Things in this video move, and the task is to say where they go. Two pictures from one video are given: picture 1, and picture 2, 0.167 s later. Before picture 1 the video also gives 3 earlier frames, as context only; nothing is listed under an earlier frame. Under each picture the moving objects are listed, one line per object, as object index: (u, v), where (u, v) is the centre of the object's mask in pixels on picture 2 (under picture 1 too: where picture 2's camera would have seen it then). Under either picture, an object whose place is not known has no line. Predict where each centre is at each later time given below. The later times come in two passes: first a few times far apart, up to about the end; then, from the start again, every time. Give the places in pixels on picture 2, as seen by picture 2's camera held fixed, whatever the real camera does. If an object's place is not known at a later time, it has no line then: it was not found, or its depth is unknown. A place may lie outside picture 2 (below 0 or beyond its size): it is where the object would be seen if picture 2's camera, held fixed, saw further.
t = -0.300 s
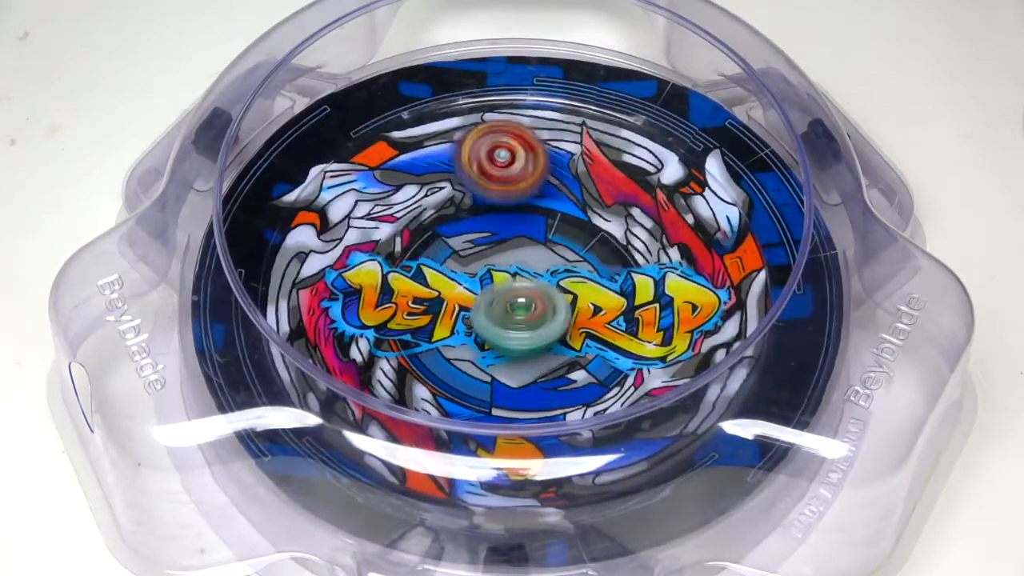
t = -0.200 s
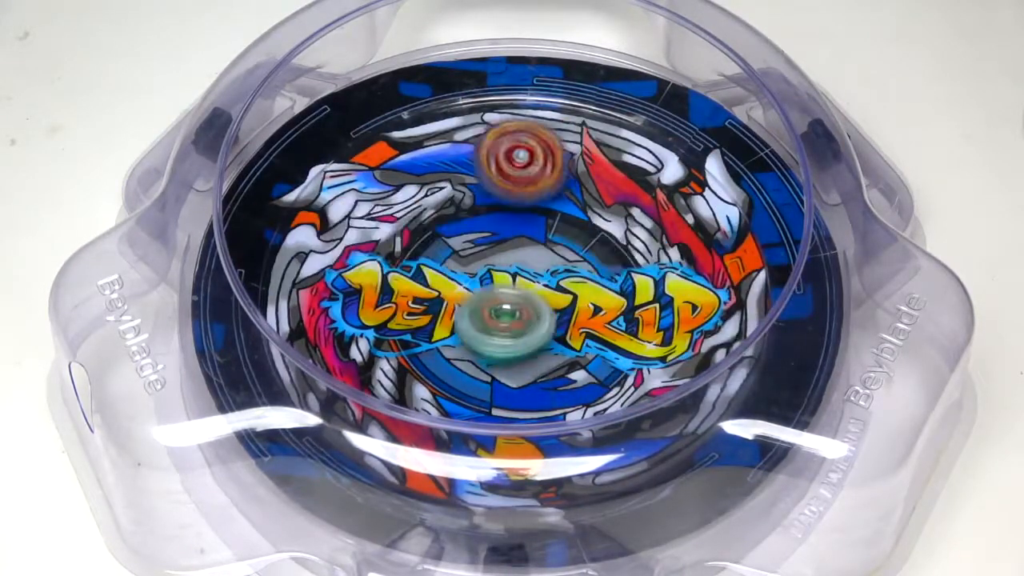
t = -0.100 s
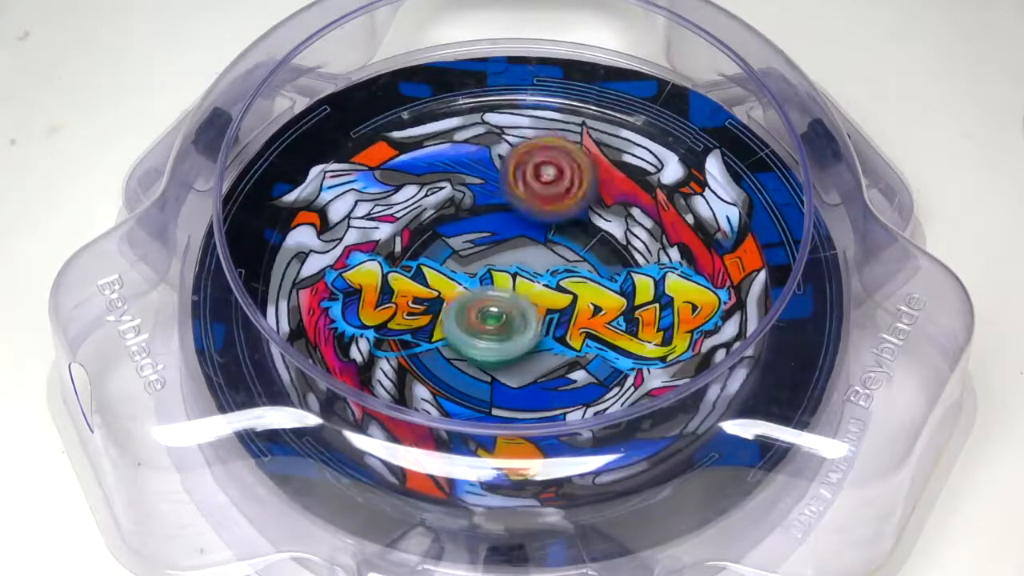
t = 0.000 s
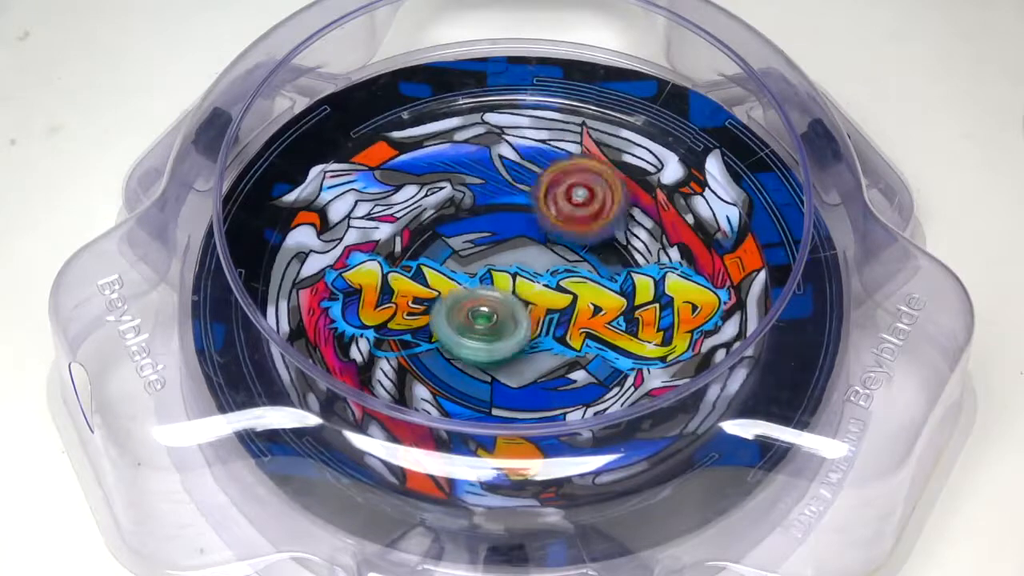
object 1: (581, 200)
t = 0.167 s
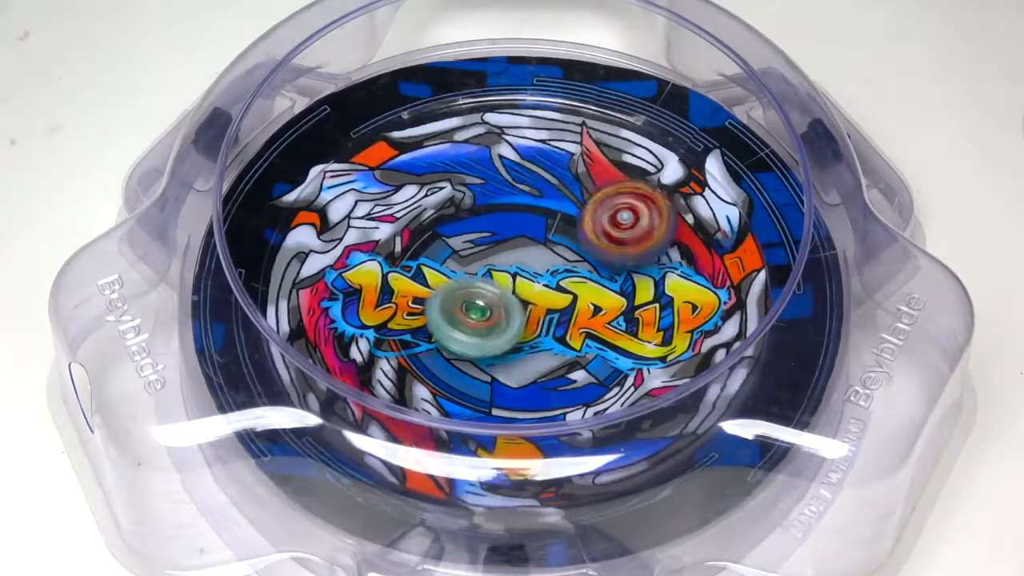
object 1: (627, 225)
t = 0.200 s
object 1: (633, 228)
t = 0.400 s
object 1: (632, 270)
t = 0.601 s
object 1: (604, 331)
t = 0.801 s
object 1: (600, 370)
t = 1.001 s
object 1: (560, 365)
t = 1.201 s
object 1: (486, 336)
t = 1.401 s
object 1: (443, 301)
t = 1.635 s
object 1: (439, 248)
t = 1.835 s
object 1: (467, 215)
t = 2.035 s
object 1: (530, 204)
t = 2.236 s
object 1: (583, 186)
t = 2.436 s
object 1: (600, 201)
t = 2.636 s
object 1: (592, 264)
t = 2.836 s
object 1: (651, 316)
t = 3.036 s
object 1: (646, 329)
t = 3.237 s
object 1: (582, 343)
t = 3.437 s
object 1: (558, 375)
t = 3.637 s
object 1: (527, 360)
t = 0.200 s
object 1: (633, 228)
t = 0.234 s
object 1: (637, 233)
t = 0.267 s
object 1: (640, 237)
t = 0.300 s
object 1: (641, 245)
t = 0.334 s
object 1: (640, 251)
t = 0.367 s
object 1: (637, 260)
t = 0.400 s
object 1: (632, 270)
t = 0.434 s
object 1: (628, 278)
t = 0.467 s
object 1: (623, 287)
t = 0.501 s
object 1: (617, 297)
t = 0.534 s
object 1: (612, 307)
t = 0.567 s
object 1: (606, 316)
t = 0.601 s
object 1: (604, 331)
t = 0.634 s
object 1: (606, 342)
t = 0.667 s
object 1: (606, 349)
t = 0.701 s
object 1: (606, 360)
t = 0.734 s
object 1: (605, 364)
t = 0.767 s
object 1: (604, 367)
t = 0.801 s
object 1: (600, 370)
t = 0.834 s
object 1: (595, 371)
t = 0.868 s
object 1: (591, 372)
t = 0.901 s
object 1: (586, 371)
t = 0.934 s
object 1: (578, 369)
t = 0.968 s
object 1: (571, 367)
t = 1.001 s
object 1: (560, 365)
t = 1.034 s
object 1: (548, 361)
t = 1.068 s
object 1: (535, 356)
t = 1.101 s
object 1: (522, 351)
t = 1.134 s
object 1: (510, 347)
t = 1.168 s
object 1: (499, 343)
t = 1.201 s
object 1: (486, 336)
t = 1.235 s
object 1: (477, 332)
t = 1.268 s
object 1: (471, 328)
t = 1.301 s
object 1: (461, 322)
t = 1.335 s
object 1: (455, 316)
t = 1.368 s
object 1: (449, 309)
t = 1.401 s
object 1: (443, 301)
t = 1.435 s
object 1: (441, 295)
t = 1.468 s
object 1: (441, 288)
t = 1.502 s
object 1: (440, 279)
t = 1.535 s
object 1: (438, 271)
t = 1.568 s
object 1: (438, 263)
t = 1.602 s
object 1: (439, 254)
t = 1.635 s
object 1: (439, 248)
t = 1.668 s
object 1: (443, 239)
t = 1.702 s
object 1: (449, 233)
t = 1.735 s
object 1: (451, 226)
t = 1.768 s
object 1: (457, 221)
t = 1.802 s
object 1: (461, 217)
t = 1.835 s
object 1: (467, 215)
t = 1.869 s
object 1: (476, 211)
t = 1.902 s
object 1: (484, 209)
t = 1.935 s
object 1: (494, 207)
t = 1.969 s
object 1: (508, 208)
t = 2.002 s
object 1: (518, 208)
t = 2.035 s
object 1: (530, 204)
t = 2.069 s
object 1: (542, 198)
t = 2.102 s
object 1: (551, 193)
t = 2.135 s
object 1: (558, 192)
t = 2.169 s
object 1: (568, 189)
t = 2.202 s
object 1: (578, 188)
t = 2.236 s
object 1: (583, 186)
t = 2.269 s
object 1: (592, 186)
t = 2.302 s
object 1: (593, 187)
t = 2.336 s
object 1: (598, 189)
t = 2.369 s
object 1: (600, 192)
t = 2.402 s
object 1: (600, 194)
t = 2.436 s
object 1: (600, 201)
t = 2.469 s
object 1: (600, 210)
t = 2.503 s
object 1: (601, 216)
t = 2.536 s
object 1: (597, 227)
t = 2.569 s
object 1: (595, 241)
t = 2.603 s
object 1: (596, 252)
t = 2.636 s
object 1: (592, 264)
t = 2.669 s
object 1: (598, 280)
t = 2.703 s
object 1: (610, 291)
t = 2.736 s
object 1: (619, 295)
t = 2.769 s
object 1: (633, 304)
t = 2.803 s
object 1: (642, 312)
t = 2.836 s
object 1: (651, 316)
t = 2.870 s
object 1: (659, 322)
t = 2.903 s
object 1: (658, 324)
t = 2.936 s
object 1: (659, 325)
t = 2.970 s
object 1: (659, 328)
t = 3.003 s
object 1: (651, 328)
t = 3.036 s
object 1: (646, 329)
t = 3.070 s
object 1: (637, 329)
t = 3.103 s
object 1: (621, 328)
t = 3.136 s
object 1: (610, 329)
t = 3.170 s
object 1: (591, 327)
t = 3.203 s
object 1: (580, 327)
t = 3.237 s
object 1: (582, 343)
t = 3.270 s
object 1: (578, 357)
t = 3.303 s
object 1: (576, 362)
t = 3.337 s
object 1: (575, 365)
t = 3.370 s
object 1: (568, 369)
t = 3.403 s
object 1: (566, 376)
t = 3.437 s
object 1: (558, 375)
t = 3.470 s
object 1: (552, 379)
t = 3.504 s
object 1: (548, 373)
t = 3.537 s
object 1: (542, 374)
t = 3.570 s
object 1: (538, 372)
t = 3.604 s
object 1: (530, 366)
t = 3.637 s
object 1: (527, 360)
